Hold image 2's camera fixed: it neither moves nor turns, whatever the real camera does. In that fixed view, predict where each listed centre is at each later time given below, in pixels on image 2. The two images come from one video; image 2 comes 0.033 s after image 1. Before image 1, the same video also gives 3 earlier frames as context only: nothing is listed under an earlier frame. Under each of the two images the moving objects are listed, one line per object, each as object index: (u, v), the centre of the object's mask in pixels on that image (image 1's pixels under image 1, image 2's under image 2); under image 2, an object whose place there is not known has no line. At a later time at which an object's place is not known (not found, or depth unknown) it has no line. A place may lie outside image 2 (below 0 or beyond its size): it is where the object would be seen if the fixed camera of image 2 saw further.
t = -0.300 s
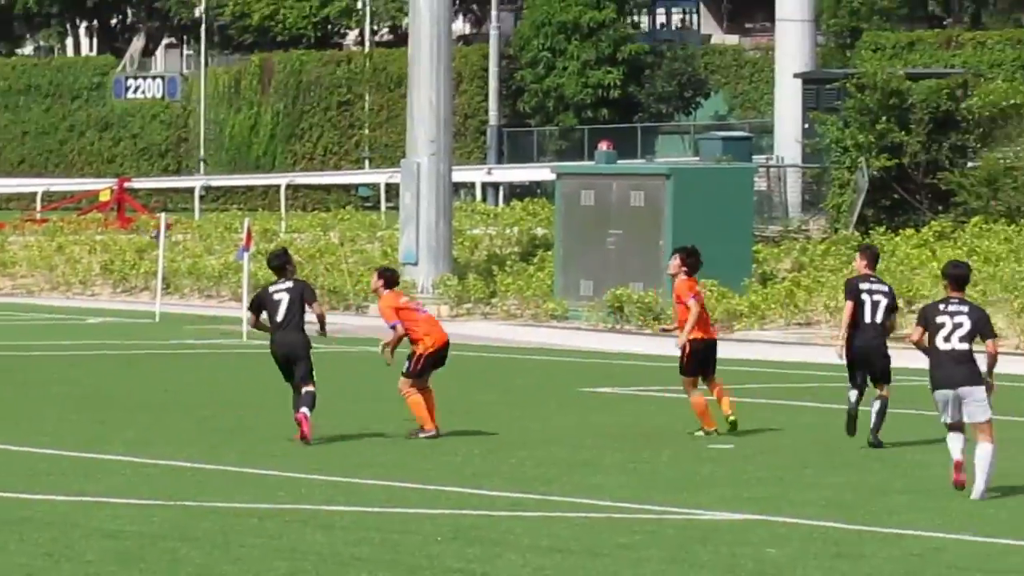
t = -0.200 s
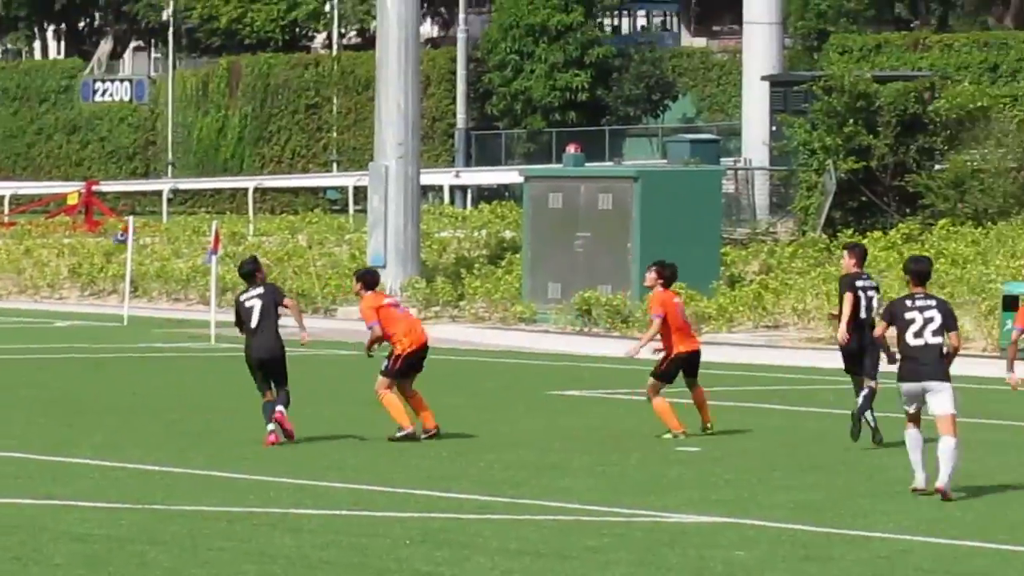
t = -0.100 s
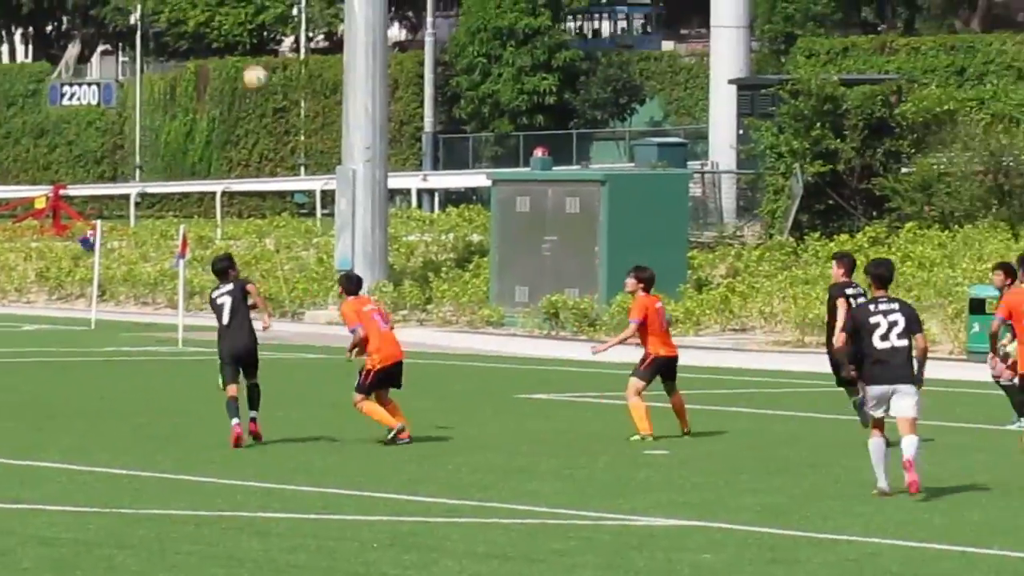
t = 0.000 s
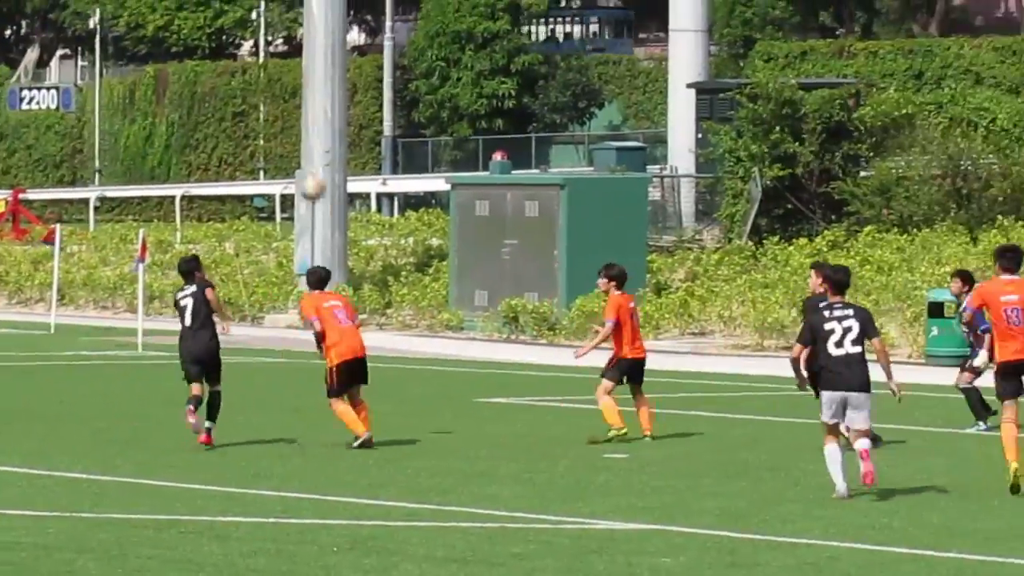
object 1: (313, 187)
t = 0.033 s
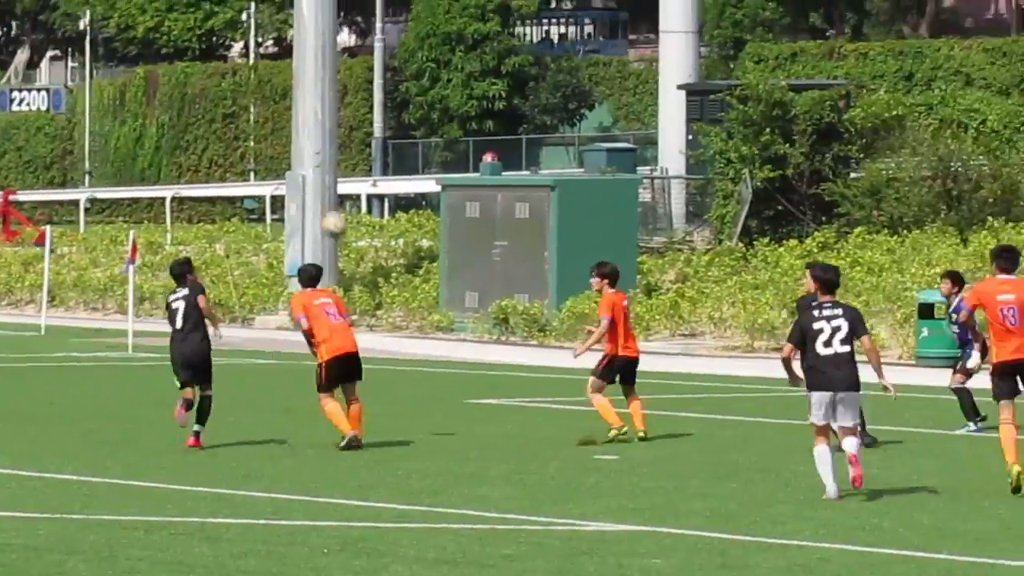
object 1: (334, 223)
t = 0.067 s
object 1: (365, 259)
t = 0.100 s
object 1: (396, 298)
